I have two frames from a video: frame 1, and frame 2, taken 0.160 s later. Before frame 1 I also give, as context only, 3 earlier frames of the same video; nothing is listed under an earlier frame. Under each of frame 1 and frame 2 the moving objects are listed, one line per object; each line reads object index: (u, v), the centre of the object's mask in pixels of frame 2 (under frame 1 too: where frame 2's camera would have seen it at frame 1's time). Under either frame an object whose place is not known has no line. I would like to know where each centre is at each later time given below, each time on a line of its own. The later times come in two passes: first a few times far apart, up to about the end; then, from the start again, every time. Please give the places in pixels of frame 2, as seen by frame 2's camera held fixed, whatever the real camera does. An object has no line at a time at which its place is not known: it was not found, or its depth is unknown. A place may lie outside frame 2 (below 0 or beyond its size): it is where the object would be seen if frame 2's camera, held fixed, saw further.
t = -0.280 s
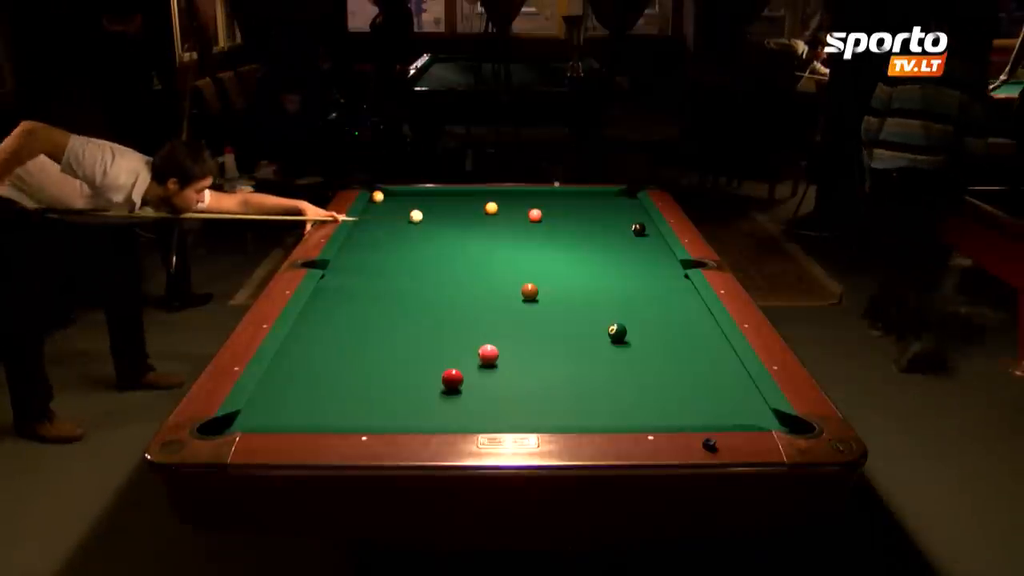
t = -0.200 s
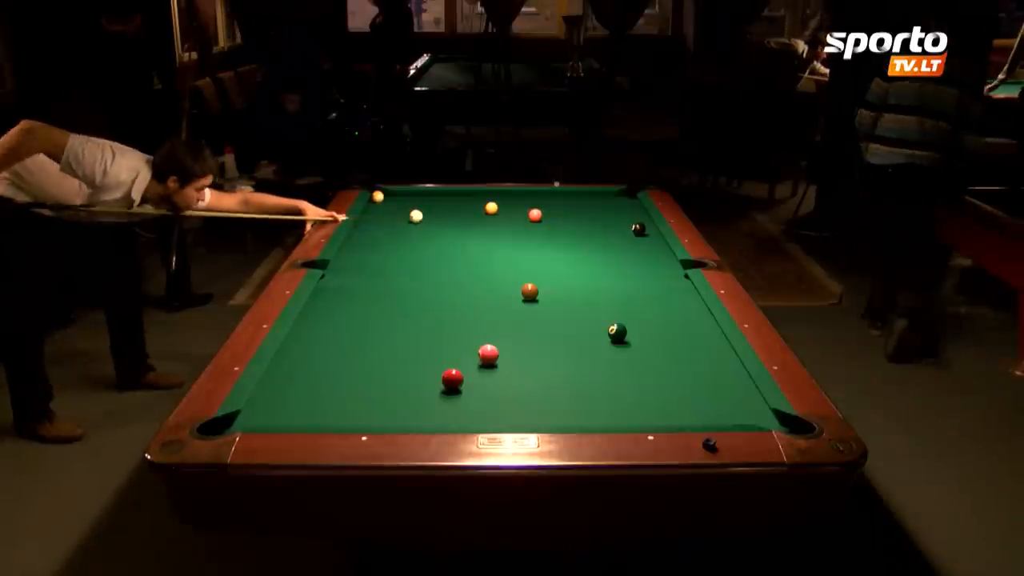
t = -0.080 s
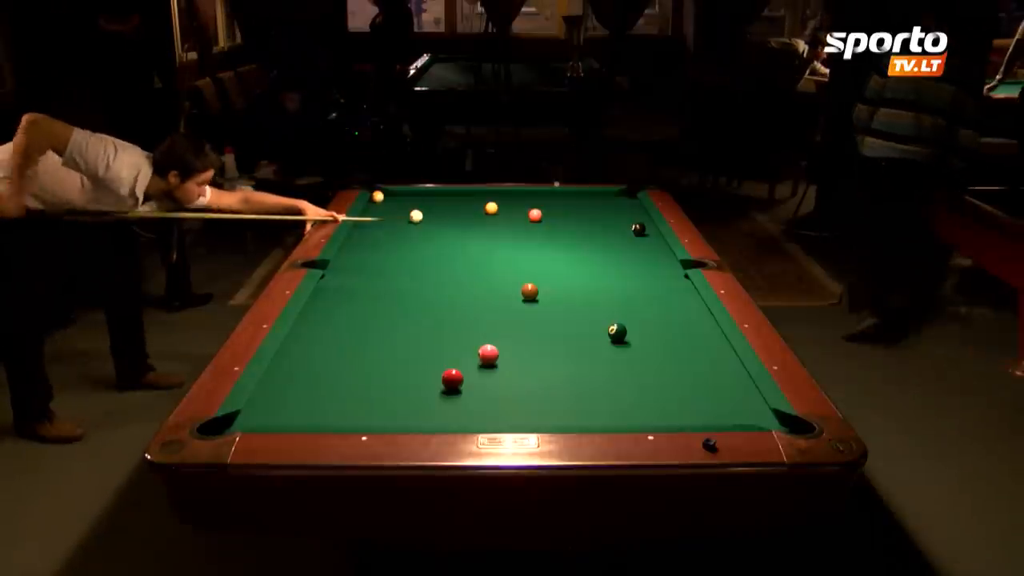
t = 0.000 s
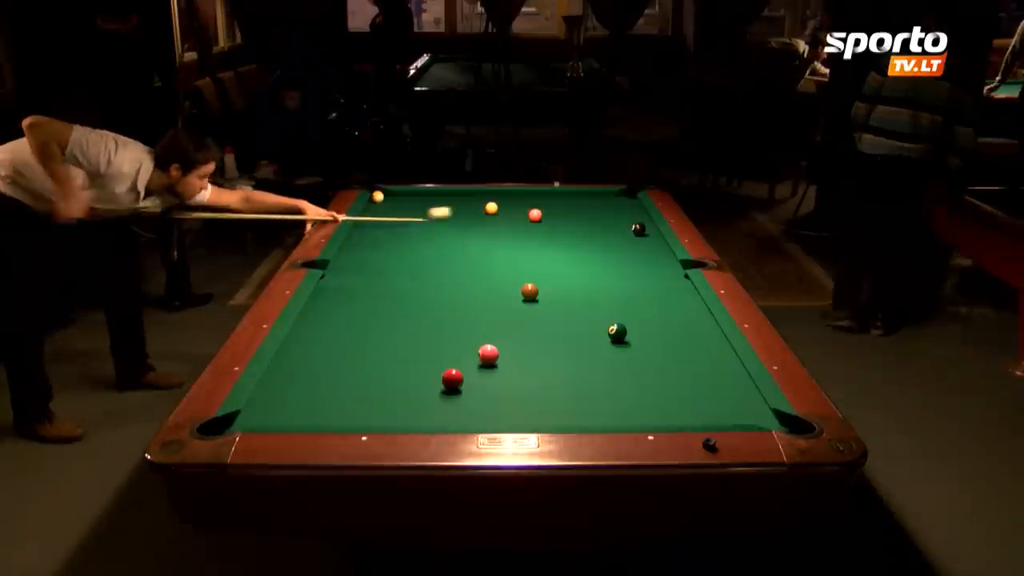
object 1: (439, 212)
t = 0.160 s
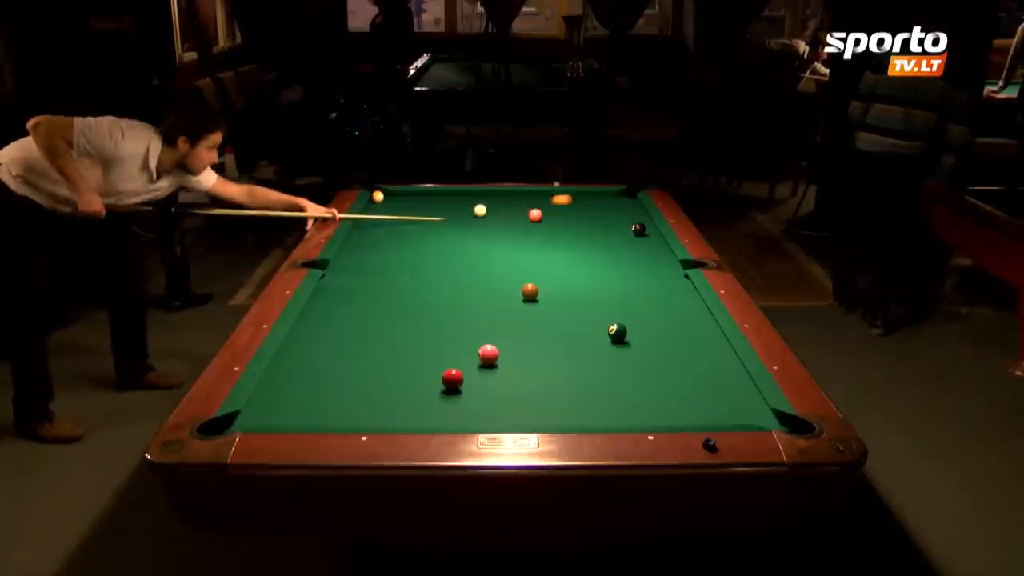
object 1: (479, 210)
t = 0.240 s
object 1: (475, 211)
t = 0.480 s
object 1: (449, 216)
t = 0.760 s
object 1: (414, 221)
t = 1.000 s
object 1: (384, 226)
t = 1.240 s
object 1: (355, 231)
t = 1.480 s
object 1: (367, 232)
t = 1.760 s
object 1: (380, 234)
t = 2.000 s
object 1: (389, 235)
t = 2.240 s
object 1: (398, 236)
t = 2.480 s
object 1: (406, 238)
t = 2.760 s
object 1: (414, 239)
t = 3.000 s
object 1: (420, 240)
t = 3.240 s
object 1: (425, 241)
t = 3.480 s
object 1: (429, 242)
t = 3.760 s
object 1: (433, 242)
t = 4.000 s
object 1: (435, 242)
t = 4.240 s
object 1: (435, 243)
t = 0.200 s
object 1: (478, 211)
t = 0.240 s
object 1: (475, 211)
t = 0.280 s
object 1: (472, 212)
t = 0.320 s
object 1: (468, 213)
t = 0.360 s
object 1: (463, 213)
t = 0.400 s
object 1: (459, 214)
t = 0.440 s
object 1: (453, 215)
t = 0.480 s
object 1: (449, 216)
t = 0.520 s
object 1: (444, 216)
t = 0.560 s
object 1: (439, 217)
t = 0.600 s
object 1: (434, 218)
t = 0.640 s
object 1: (429, 219)
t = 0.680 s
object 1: (424, 220)
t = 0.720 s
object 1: (419, 220)
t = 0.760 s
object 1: (414, 221)
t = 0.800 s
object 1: (409, 222)
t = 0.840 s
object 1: (404, 223)
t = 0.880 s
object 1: (399, 224)
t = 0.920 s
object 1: (394, 224)
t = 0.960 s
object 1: (389, 225)
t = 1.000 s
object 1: (384, 226)
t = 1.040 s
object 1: (379, 227)
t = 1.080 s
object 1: (374, 227)
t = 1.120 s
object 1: (369, 228)
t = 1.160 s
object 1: (364, 229)
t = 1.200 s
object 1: (359, 230)
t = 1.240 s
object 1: (355, 231)
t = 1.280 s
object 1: (357, 231)
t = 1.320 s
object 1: (359, 231)
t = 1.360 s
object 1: (361, 231)
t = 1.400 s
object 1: (363, 231)
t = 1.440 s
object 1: (365, 232)
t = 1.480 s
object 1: (367, 232)
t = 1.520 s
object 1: (369, 232)
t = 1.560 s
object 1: (371, 233)
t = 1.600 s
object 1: (373, 233)
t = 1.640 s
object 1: (374, 233)
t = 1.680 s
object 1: (376, 234)
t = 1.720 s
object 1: (378, 234)
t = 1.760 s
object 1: (380, 234)
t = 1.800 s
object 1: (381, 234)
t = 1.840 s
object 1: (383, 234)
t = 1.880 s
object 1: (385, 235)
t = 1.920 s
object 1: (386, 235)
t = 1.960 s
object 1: (388, 235)
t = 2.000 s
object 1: (389, 235)
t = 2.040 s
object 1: (391, 235)
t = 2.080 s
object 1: (393, 235)
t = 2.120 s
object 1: (394, 236)
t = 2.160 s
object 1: (396, 236)
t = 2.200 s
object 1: (397, 236)
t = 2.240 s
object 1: (398, 236)
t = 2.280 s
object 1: (400, 237)
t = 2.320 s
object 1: (401, 237)
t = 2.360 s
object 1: (403, 237)
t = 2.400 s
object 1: (404, 238)
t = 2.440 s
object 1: (405, 238)
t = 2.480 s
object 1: (406, 238)
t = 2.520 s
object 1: (408, 238)
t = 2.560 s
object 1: (409, 238)
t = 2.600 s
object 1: (410, 238)
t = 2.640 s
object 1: (411, 239)
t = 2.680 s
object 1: (412, 239)
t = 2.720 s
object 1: (413, 239)
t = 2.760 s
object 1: (414, 239)
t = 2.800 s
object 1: (415, 239)
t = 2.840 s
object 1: (416, 239)
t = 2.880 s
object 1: (417, 240)
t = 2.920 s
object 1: (418, 240)
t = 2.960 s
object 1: (419, 240)
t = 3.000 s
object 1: (420, 240)
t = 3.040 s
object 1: (421, 240)
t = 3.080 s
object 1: (422, 240)
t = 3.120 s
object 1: (422, 240)
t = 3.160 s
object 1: (423, 240)
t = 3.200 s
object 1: (424, 241)
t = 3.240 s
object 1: (425, 241)
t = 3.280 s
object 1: (426, 241)
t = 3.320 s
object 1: (426, 241)
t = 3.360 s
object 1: (427, 241)
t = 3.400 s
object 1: (428, 241)
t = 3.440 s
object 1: (428, 242)
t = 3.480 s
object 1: (429, 242)
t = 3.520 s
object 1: (429, 242)
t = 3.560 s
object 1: (430, 242)
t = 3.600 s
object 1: (430, 242)
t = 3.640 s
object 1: (431, 242)
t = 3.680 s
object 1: (432, 242)
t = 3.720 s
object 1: (432, 242)
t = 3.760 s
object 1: (433, 242)
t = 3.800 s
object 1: (433, 242)
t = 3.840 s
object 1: (433, 242)
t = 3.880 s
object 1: (434, 242)
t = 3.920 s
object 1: (434, 242)
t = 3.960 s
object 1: (434, 242)
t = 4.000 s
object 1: (435, 242)
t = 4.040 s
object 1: (435, 242)
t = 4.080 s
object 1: (435, 242)
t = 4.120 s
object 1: (435, 243)
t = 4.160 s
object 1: (435, 242)
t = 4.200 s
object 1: (435, 243)
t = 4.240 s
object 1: (435, 243)
